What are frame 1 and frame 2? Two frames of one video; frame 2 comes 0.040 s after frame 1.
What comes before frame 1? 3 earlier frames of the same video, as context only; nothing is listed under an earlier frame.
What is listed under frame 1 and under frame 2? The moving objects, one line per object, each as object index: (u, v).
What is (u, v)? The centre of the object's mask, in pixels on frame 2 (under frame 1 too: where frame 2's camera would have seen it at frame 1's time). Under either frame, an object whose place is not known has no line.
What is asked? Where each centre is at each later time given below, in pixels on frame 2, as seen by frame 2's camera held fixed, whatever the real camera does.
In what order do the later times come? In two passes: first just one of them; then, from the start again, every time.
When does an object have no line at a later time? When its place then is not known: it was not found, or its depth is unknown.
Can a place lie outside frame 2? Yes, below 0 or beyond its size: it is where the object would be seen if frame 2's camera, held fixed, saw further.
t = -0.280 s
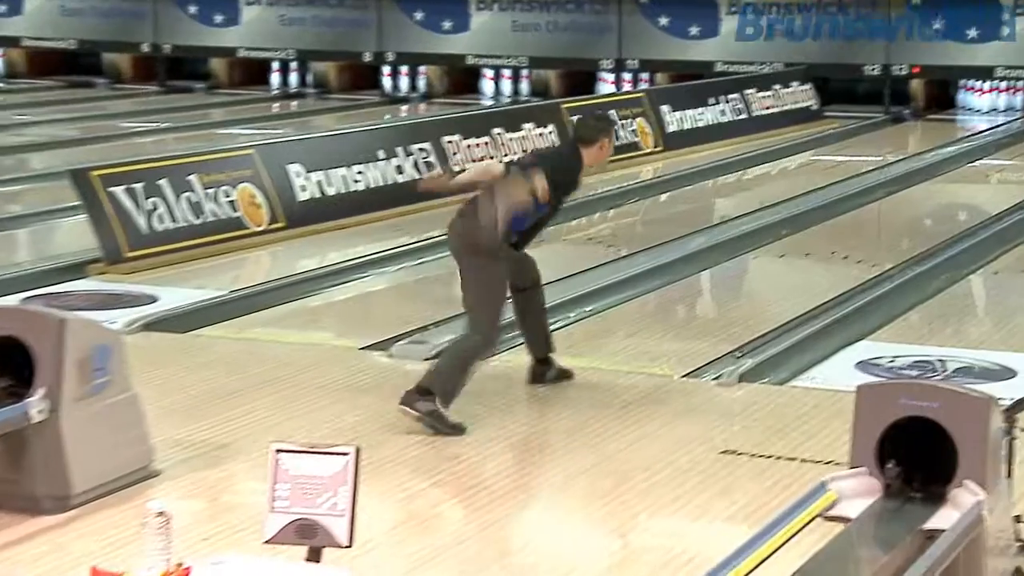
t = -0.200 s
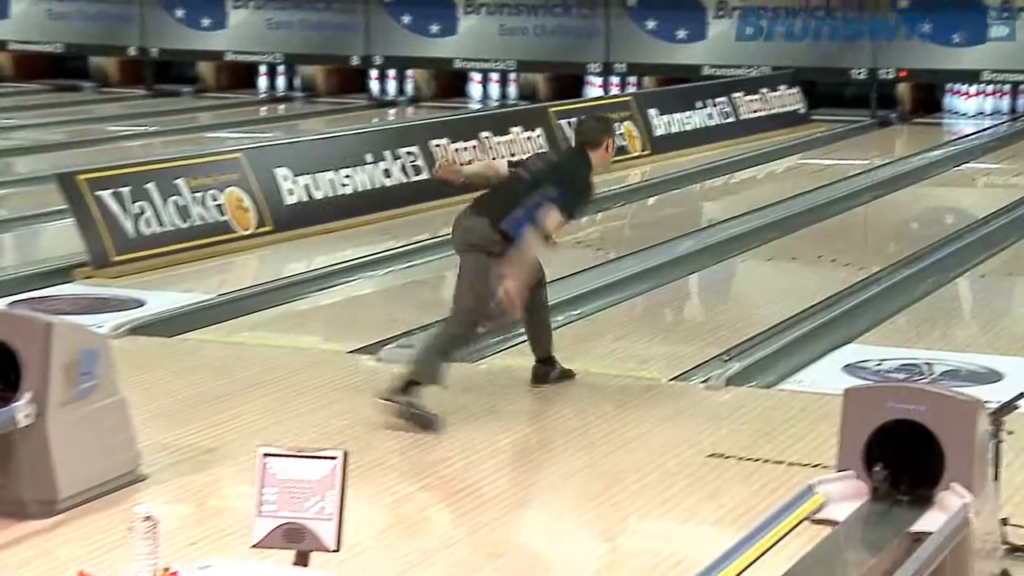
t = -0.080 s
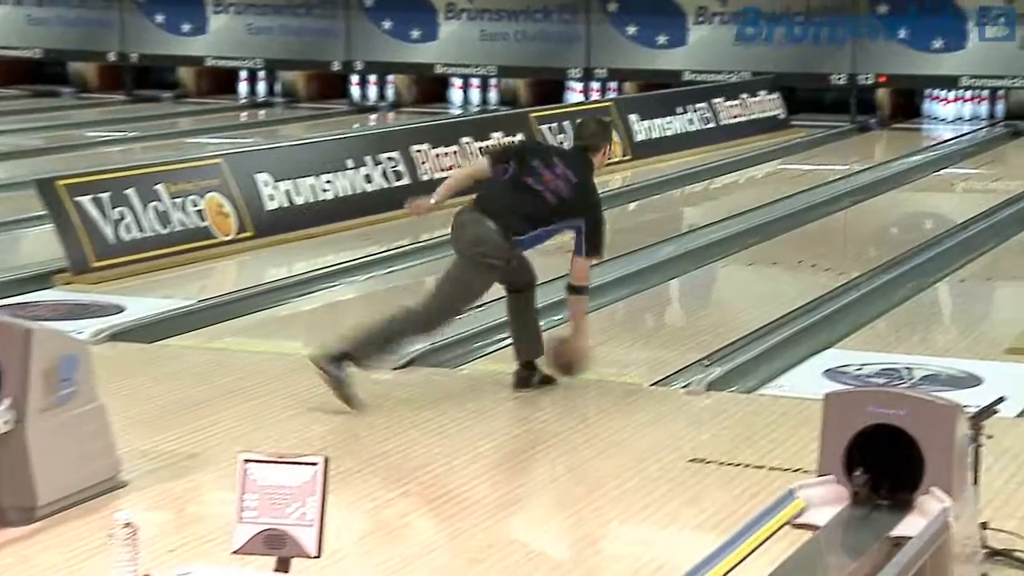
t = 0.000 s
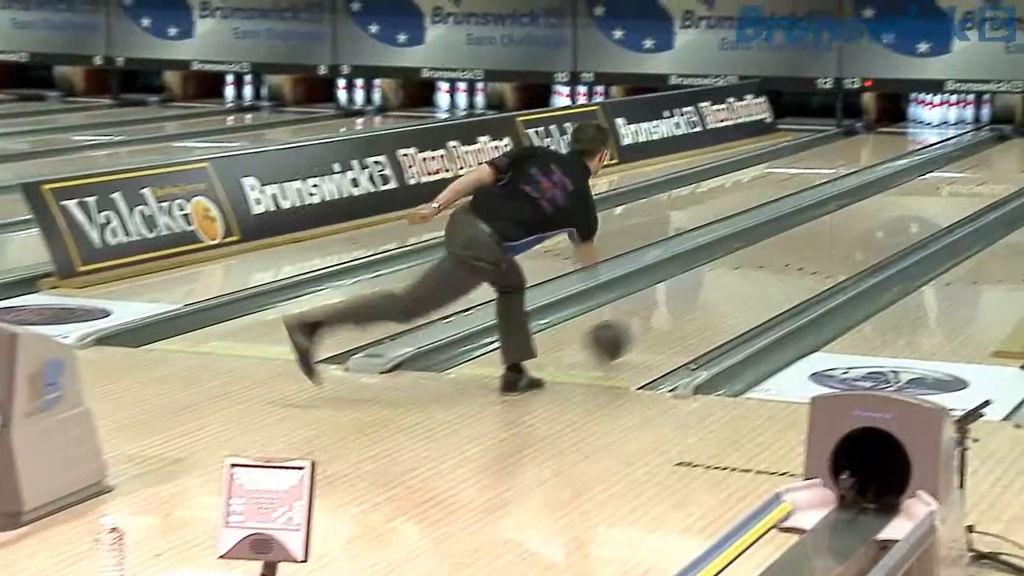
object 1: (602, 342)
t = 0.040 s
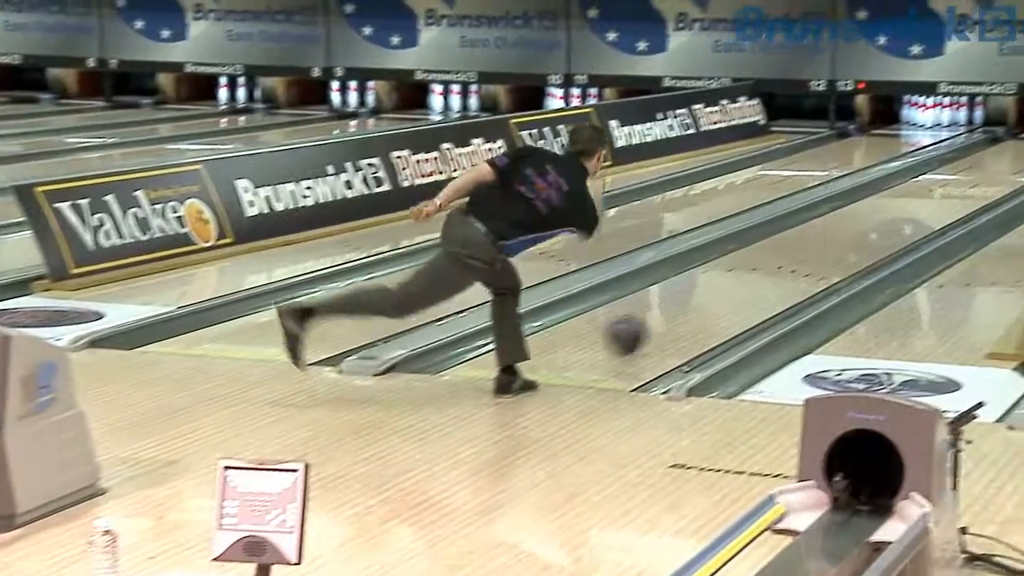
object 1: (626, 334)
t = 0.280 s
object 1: (745, 287)
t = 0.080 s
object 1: (647, 329)
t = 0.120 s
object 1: (671, 319)
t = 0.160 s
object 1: (690, 310)
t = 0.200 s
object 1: (710, 302)
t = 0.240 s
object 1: (729, 293)
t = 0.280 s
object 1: (745, 287)
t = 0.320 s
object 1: (762, 280)
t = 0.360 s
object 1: (777, 273)
